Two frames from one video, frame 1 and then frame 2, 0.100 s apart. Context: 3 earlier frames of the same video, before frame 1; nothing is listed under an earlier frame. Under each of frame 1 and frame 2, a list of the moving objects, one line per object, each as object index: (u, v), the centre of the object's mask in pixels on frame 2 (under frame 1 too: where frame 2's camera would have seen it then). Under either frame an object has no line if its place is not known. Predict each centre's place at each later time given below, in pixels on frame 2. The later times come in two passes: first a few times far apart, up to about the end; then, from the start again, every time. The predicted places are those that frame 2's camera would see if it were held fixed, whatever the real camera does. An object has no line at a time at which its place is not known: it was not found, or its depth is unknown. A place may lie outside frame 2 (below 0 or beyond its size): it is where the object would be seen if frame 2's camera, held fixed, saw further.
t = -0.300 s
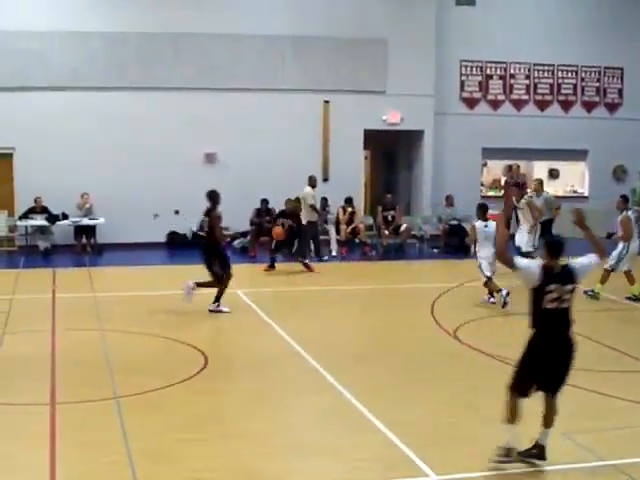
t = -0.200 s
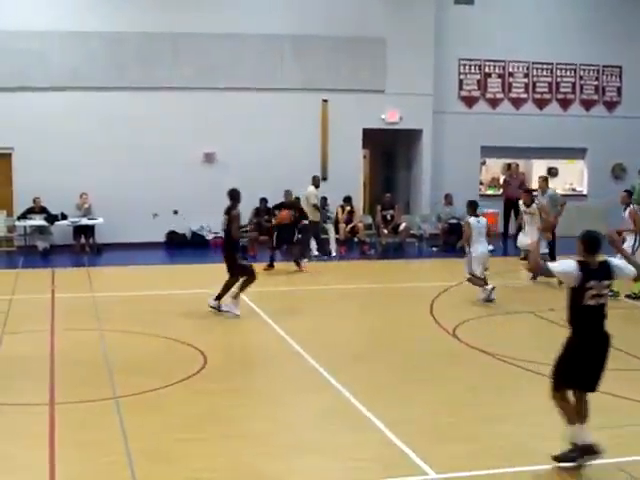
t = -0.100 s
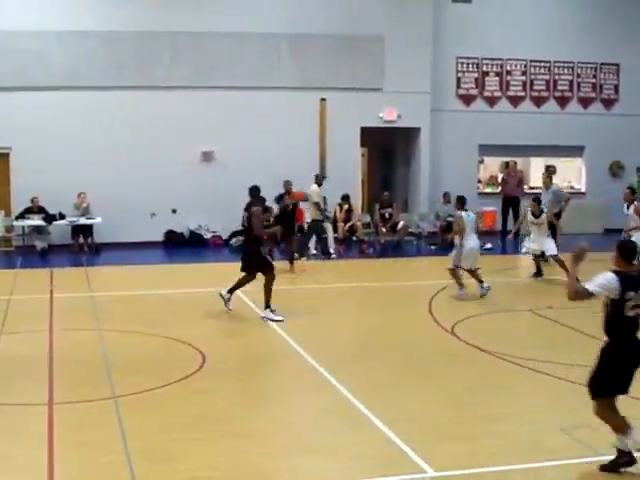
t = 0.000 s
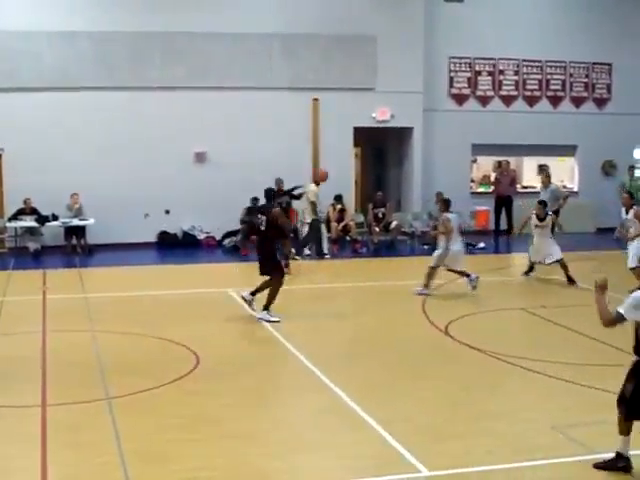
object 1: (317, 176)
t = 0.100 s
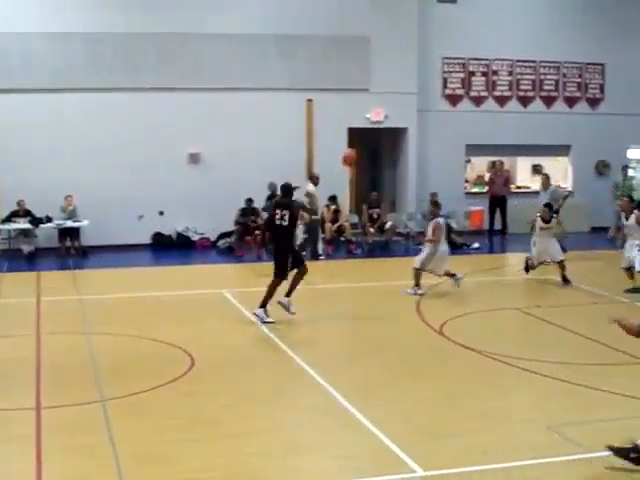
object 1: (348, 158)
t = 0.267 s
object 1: (416, 138)
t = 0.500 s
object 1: (537, 136)
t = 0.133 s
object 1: (361, 153)
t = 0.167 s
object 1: (374, 149)
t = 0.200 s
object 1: (387, 144)
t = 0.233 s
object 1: (401, 139)
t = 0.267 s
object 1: (416, 138)
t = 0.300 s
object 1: (431, 136)
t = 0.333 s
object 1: (446, 133)
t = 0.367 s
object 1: (463, 132)
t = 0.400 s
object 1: (480, 132)
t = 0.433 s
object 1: (499, 133)
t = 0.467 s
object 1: (518, 134)
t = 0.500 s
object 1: (537, 136)
